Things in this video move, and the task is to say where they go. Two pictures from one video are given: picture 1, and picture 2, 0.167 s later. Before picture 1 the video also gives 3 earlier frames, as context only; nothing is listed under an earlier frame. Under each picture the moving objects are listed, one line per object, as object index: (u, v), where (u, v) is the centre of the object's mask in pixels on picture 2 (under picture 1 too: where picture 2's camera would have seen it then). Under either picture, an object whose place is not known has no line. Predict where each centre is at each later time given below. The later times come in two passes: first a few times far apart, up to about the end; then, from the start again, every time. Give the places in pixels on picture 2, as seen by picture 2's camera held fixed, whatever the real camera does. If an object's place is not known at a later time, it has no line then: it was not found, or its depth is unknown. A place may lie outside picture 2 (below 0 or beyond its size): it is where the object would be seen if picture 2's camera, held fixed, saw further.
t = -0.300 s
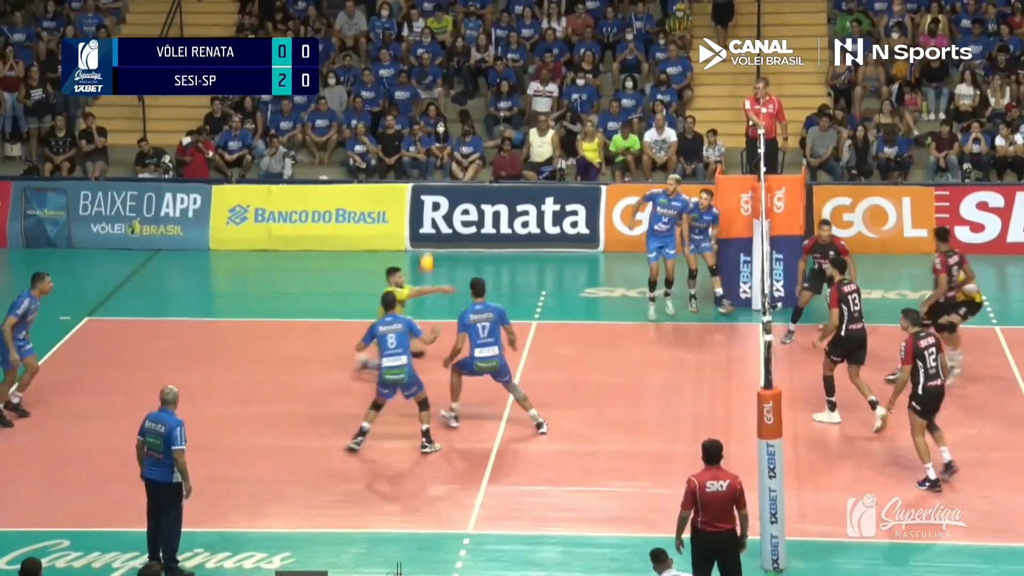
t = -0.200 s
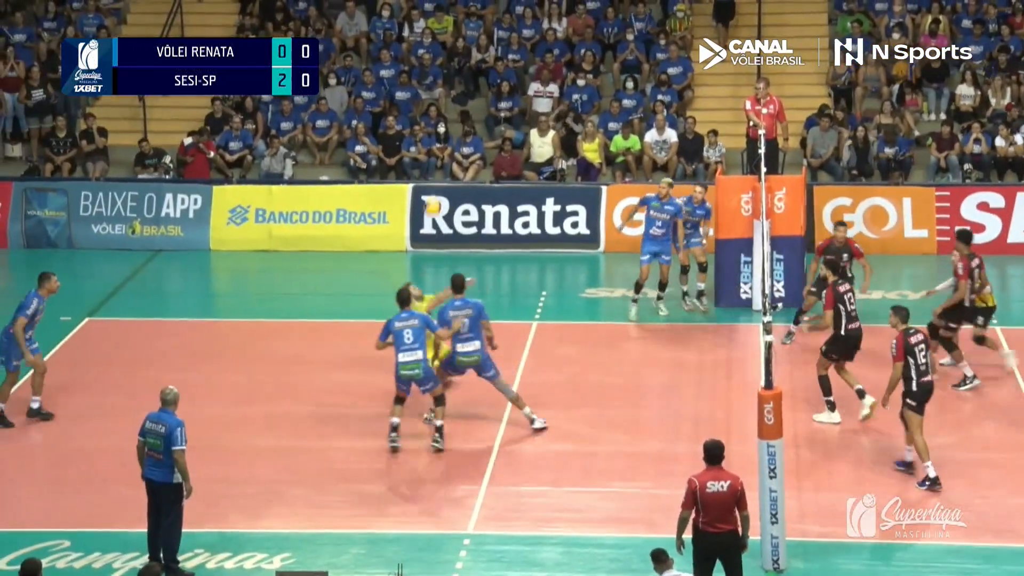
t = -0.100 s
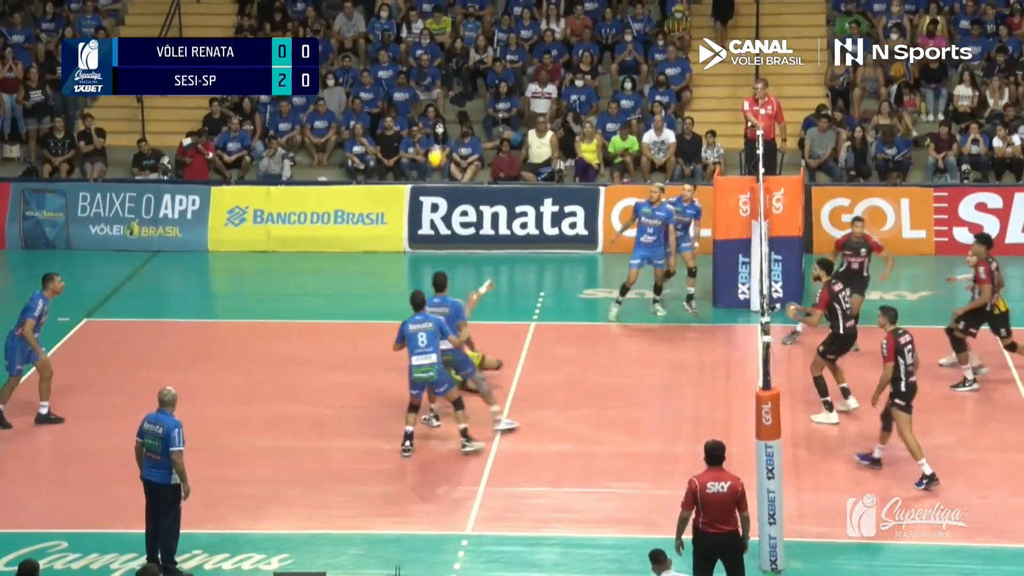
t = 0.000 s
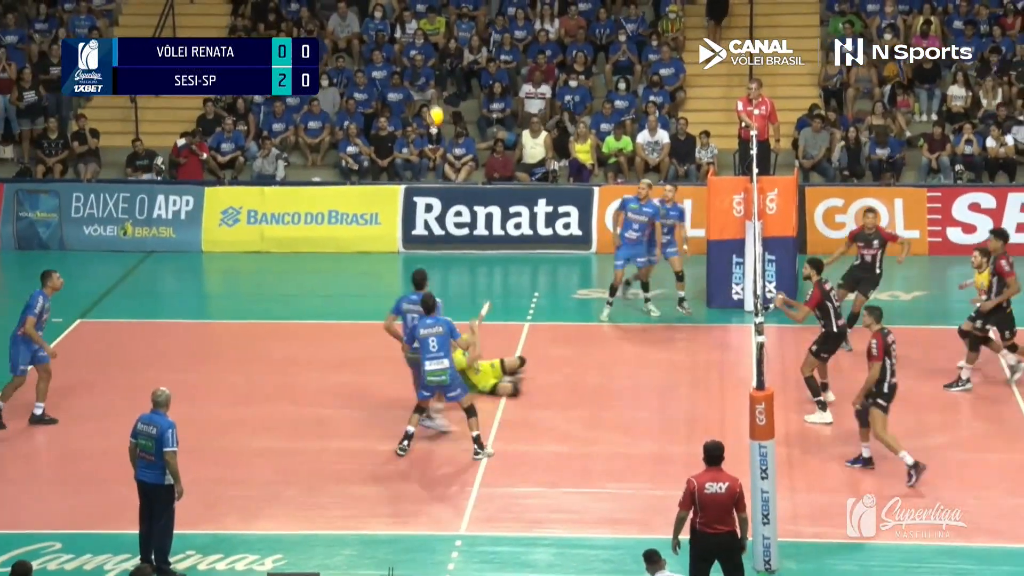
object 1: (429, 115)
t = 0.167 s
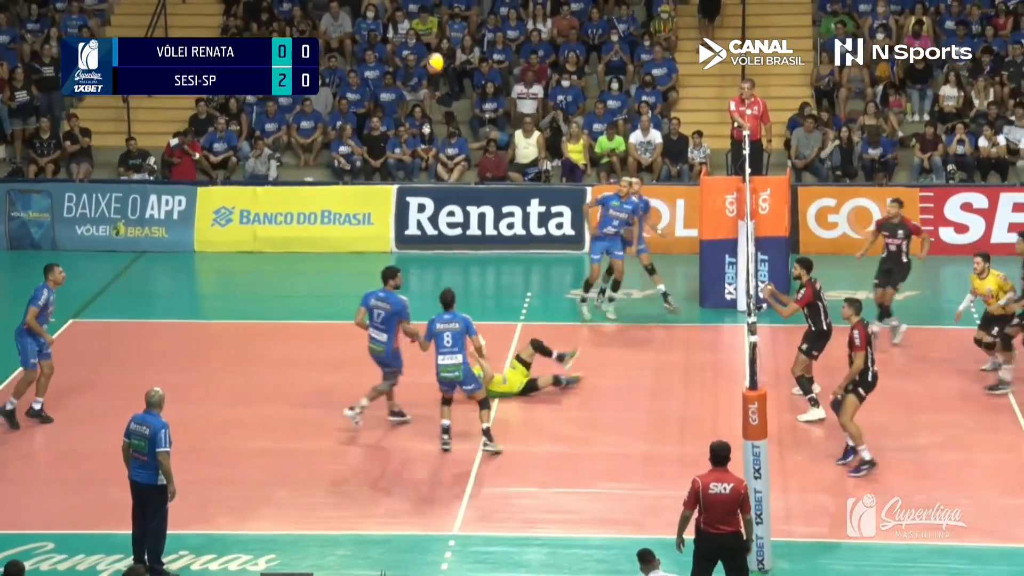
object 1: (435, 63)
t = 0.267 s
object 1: (440, 42)
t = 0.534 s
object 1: (452, 27)
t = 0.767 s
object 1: (464, 64)
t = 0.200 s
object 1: (437, 55)
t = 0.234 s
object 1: (439, 48)
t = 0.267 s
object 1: (440, 42)
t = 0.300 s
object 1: (441, 37)
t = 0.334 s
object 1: (443, 32)
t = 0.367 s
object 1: (445, 29)
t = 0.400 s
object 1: (446, 27)
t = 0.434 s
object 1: (448, 26)
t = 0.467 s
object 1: (449, 25)
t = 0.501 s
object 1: (450, 26)
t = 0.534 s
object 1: (452, 27)
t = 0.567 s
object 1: (454, 30)
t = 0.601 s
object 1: (455, 32)
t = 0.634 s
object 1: (457, 37)
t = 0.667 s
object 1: (459, 42)
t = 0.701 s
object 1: (461, 49)
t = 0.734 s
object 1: (462, 56)
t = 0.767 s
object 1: (464, 64)
